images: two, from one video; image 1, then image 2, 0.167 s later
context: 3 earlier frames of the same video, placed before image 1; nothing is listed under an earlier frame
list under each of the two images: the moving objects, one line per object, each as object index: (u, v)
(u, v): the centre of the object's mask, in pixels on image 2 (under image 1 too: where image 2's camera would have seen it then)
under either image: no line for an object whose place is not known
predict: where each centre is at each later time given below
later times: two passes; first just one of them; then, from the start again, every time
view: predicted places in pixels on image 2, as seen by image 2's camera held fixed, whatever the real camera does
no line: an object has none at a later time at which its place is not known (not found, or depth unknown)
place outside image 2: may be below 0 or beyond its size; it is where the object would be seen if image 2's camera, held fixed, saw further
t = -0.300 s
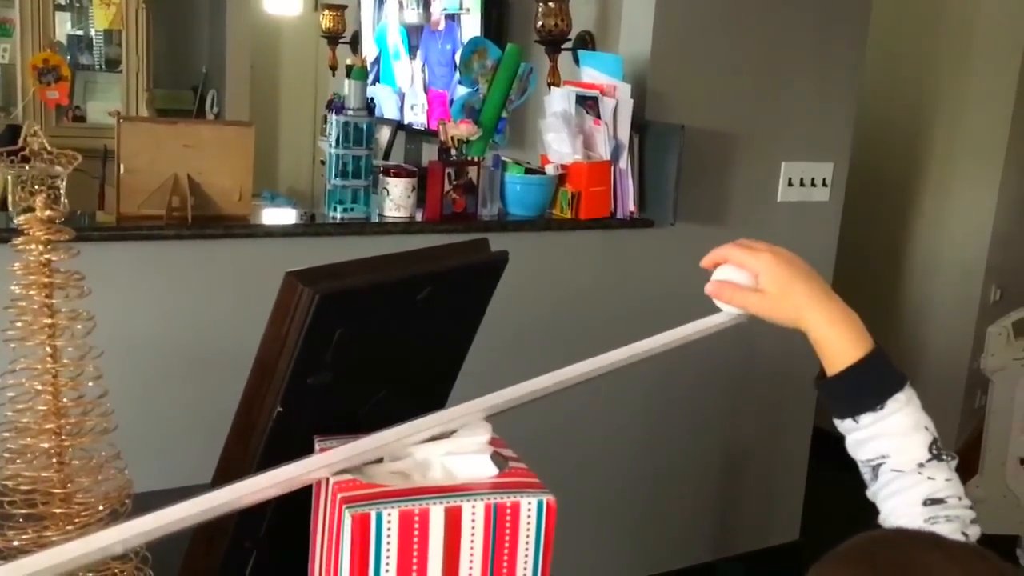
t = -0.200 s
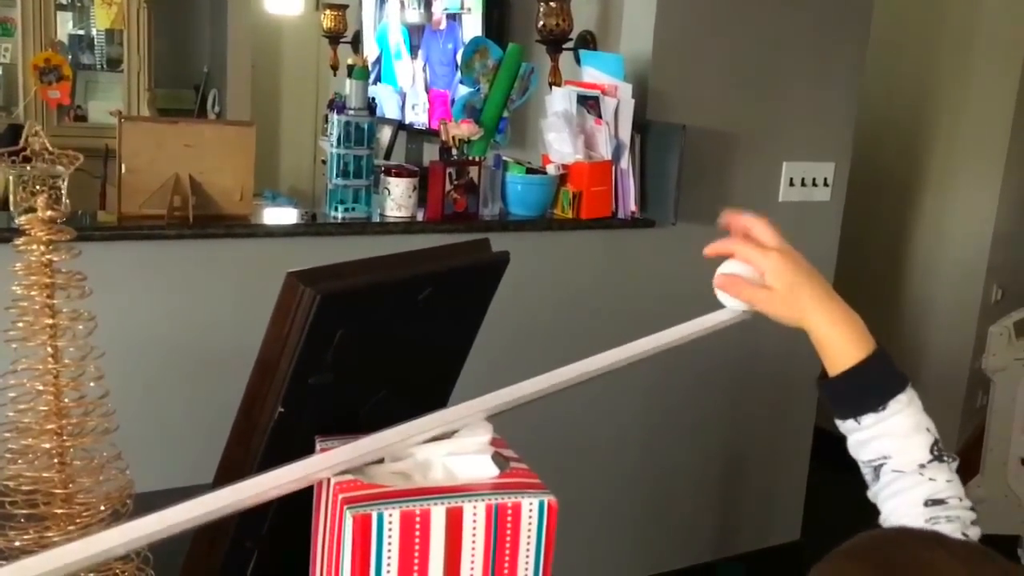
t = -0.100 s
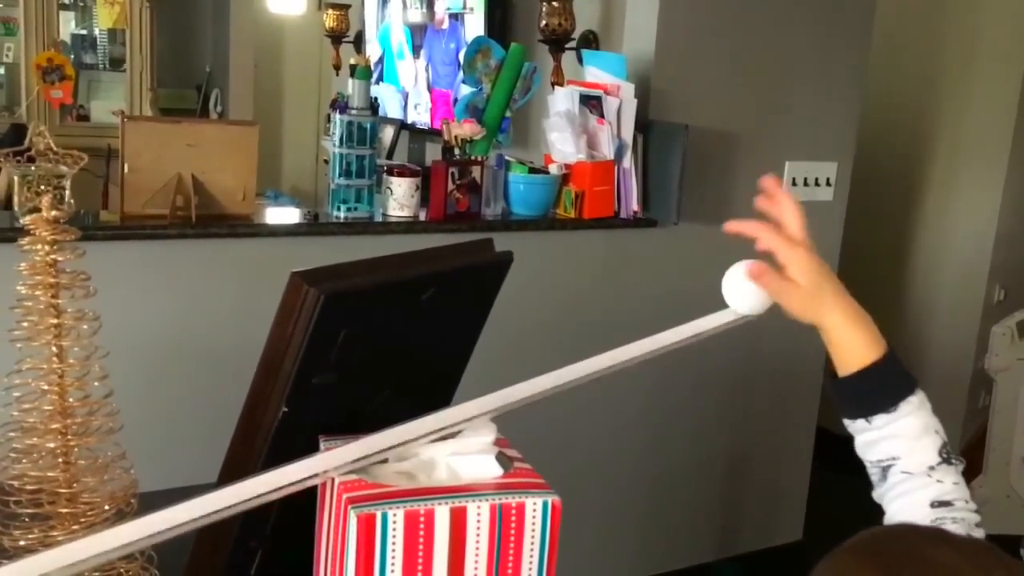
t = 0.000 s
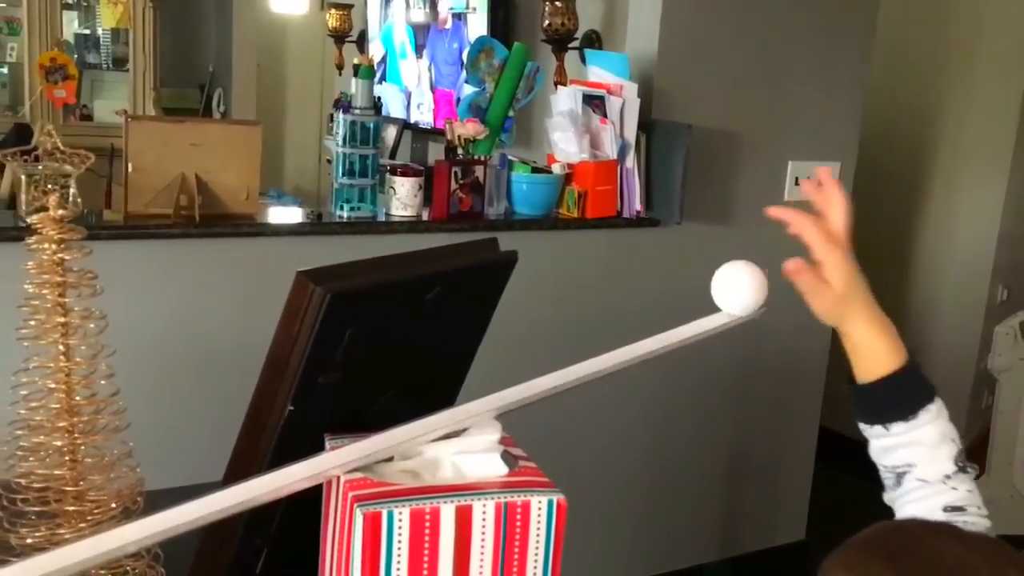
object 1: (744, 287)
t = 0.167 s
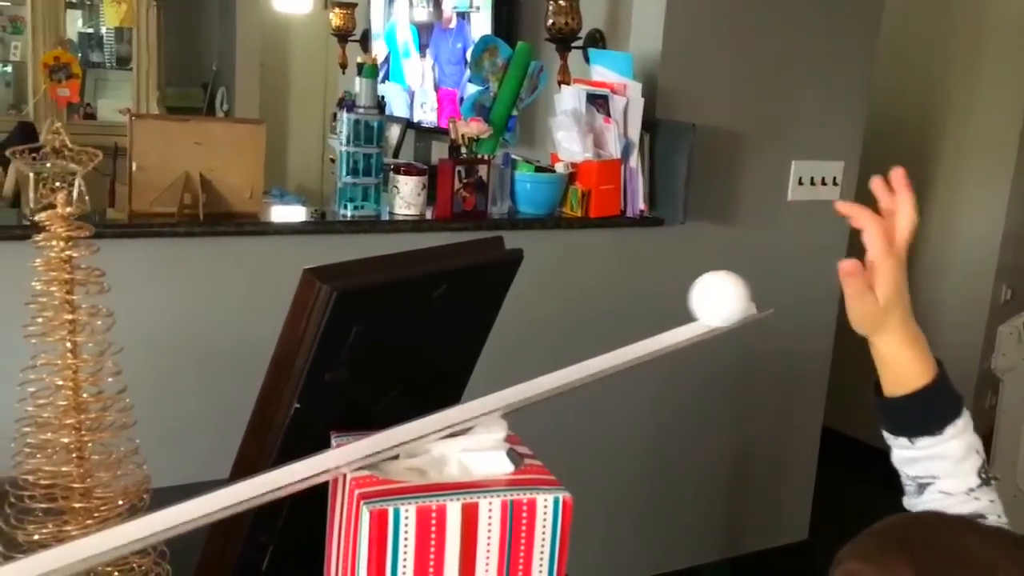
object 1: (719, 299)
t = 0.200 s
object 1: (708, 301)
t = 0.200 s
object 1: (708, 301)
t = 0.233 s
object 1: (695, 304)
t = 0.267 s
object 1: (682, 307)
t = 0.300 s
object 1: (671, 312)
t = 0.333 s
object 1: (660, 318)
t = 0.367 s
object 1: (647, 323)
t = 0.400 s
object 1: (631, 327)
